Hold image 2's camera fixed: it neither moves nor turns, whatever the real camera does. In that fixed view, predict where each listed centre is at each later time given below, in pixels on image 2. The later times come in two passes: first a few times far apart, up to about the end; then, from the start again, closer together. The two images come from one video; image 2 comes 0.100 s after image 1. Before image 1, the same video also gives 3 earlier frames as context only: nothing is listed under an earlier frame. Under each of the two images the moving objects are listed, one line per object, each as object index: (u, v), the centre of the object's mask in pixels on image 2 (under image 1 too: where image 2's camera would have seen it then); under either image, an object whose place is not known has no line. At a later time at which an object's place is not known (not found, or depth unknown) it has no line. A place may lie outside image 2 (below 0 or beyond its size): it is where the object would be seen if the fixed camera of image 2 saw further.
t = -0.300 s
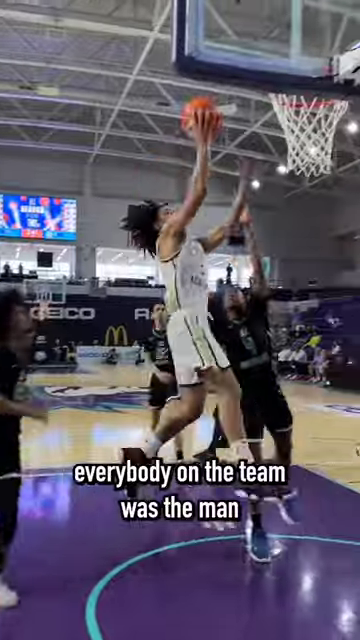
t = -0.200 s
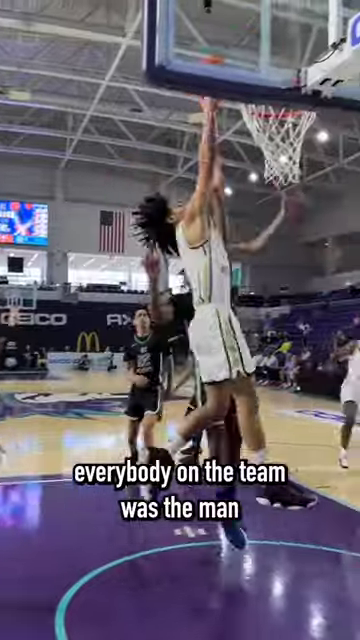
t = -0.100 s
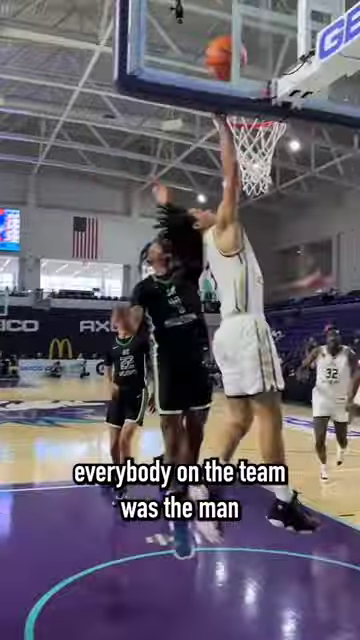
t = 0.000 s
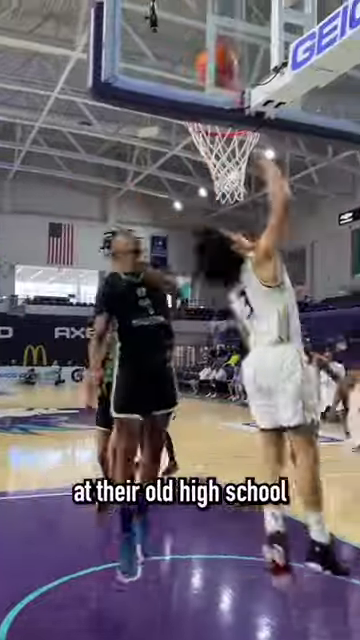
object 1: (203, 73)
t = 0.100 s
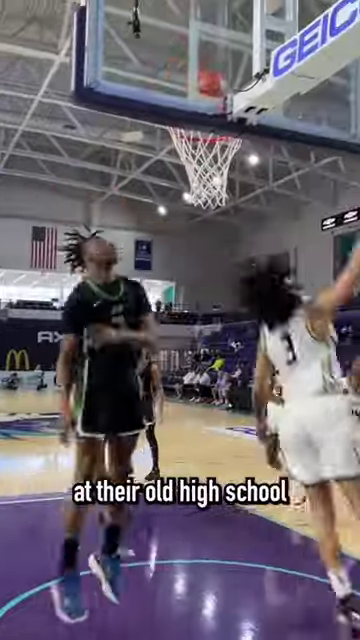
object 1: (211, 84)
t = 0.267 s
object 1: (206, 144)
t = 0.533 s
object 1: (174, 230)
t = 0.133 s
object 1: (212, 88)
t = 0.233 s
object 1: (216, 145)
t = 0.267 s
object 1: (206, 144)
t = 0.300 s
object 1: (202, 150)
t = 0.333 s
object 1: (197, 157)
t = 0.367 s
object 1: (185, 169)
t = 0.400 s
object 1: (186, 184)
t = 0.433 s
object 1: (181, 191)
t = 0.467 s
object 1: (181, 202)
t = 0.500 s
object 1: (176, 215)
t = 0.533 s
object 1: (174, 230)
